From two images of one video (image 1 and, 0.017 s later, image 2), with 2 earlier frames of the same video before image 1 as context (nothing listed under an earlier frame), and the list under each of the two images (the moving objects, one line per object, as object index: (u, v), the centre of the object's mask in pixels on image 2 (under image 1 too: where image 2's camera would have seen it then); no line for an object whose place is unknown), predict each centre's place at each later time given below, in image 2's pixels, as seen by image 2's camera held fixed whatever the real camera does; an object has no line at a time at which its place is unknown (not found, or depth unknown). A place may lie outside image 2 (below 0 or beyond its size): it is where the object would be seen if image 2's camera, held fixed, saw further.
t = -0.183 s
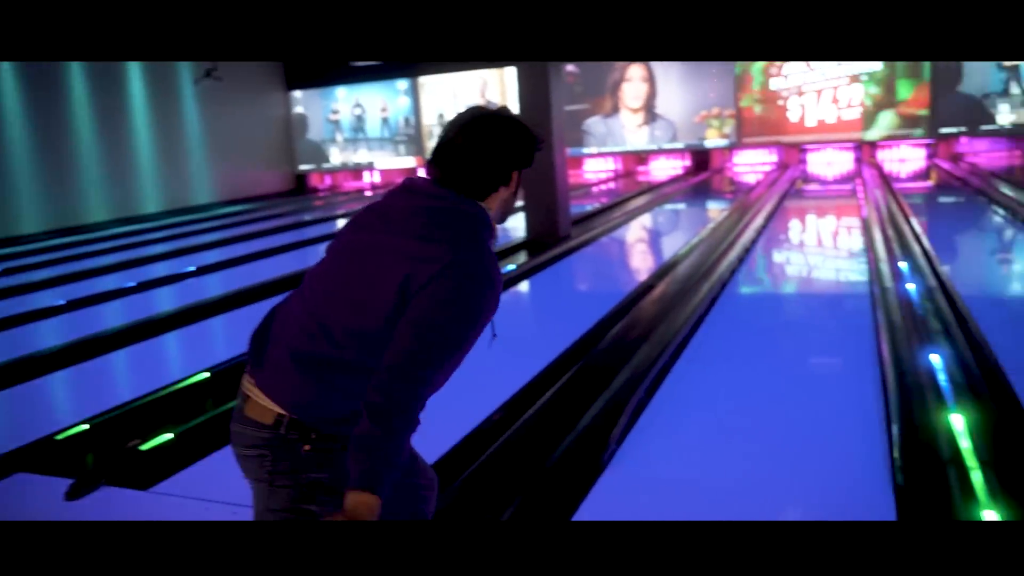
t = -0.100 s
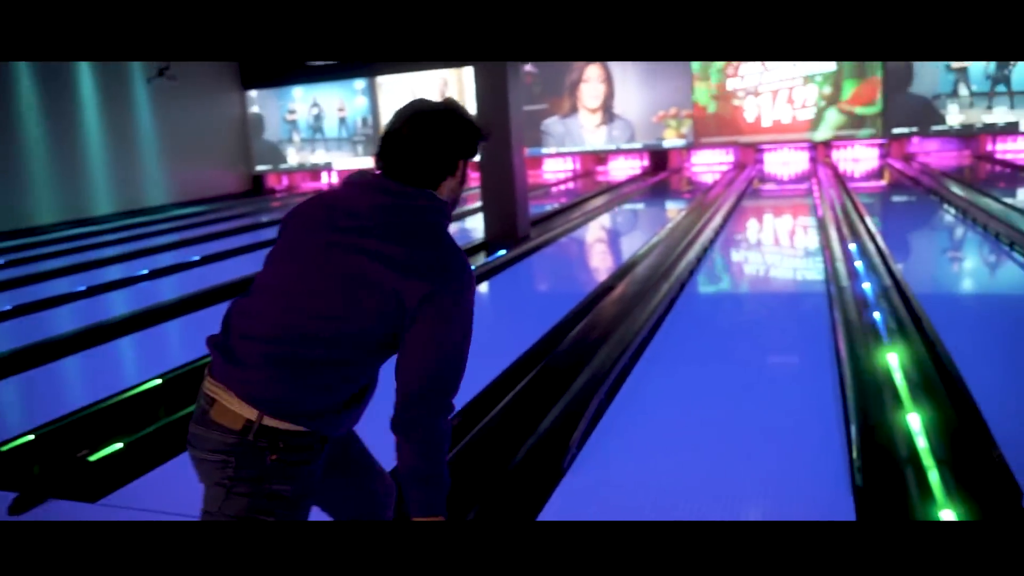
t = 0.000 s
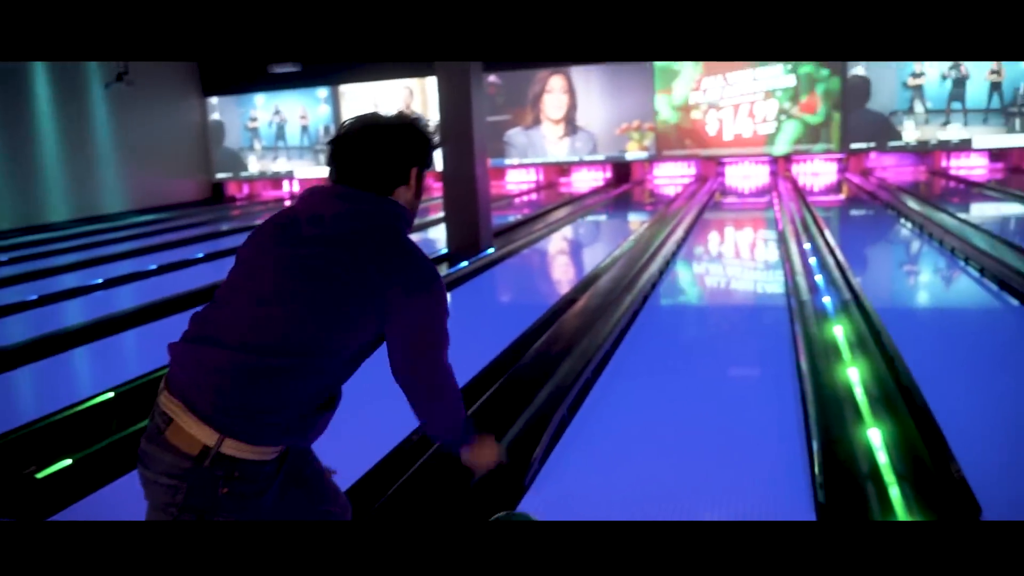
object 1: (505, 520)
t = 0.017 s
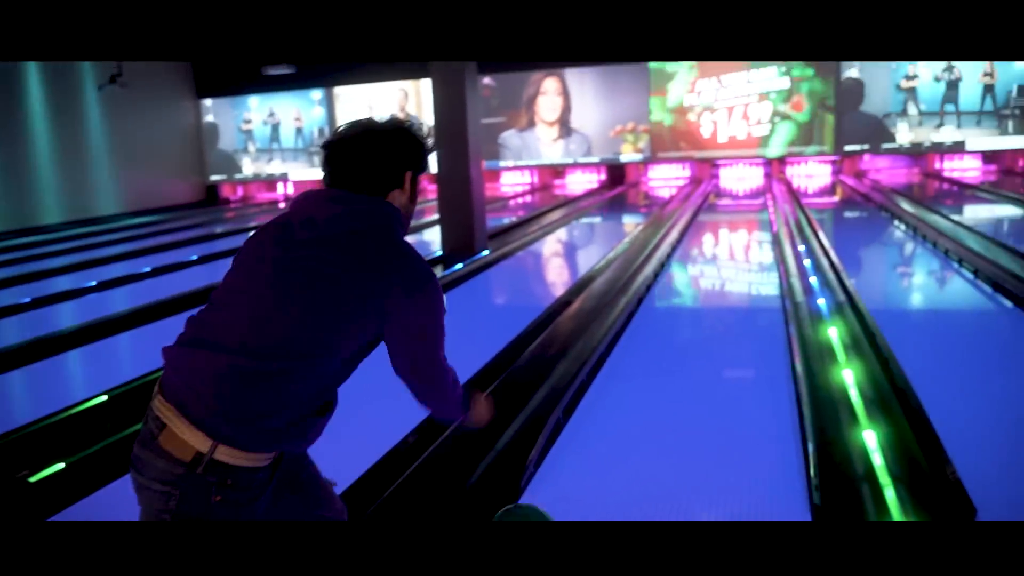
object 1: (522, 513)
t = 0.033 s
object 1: (536, 508)
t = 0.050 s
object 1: (548, 503)
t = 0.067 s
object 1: (560, 499)
